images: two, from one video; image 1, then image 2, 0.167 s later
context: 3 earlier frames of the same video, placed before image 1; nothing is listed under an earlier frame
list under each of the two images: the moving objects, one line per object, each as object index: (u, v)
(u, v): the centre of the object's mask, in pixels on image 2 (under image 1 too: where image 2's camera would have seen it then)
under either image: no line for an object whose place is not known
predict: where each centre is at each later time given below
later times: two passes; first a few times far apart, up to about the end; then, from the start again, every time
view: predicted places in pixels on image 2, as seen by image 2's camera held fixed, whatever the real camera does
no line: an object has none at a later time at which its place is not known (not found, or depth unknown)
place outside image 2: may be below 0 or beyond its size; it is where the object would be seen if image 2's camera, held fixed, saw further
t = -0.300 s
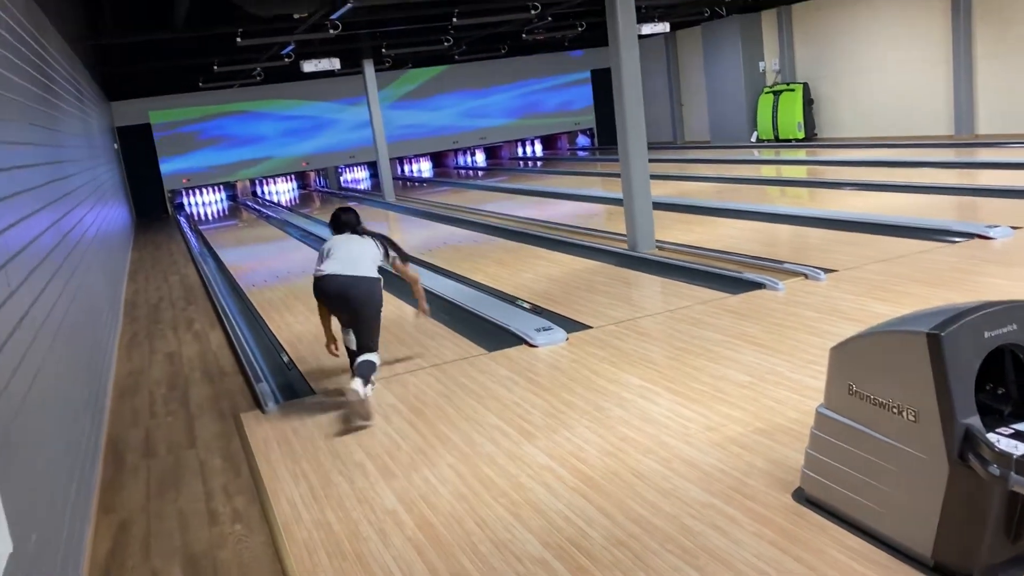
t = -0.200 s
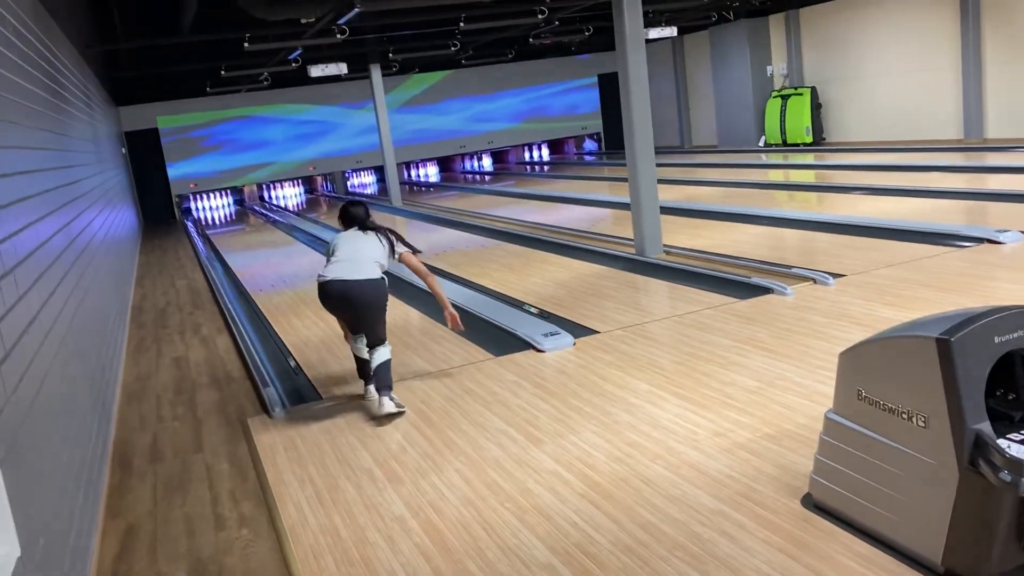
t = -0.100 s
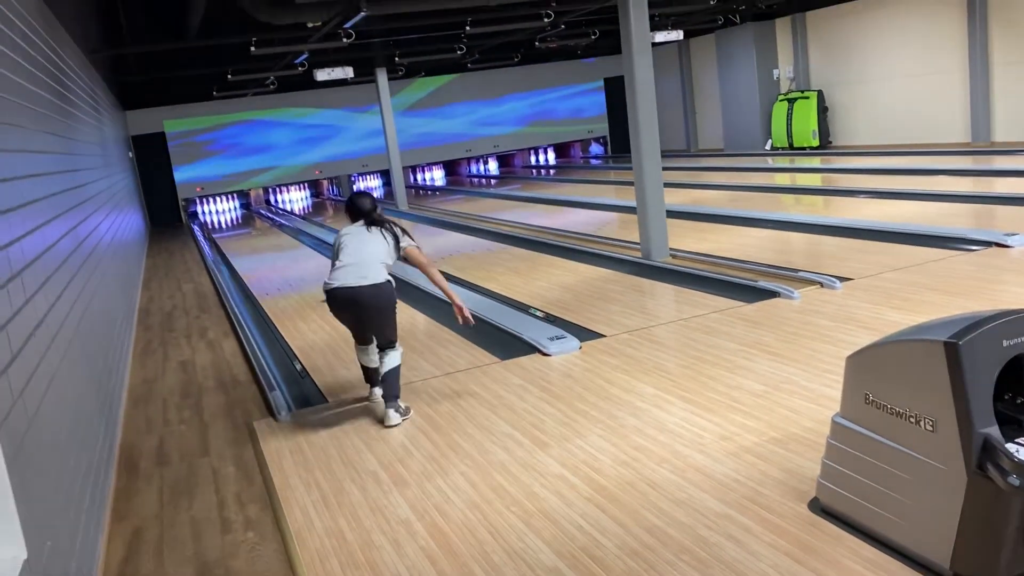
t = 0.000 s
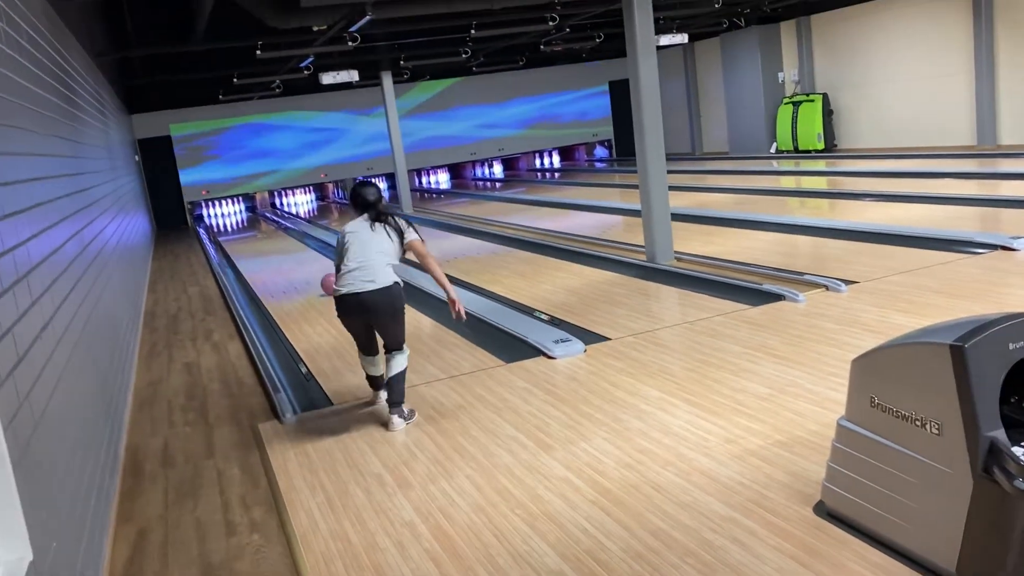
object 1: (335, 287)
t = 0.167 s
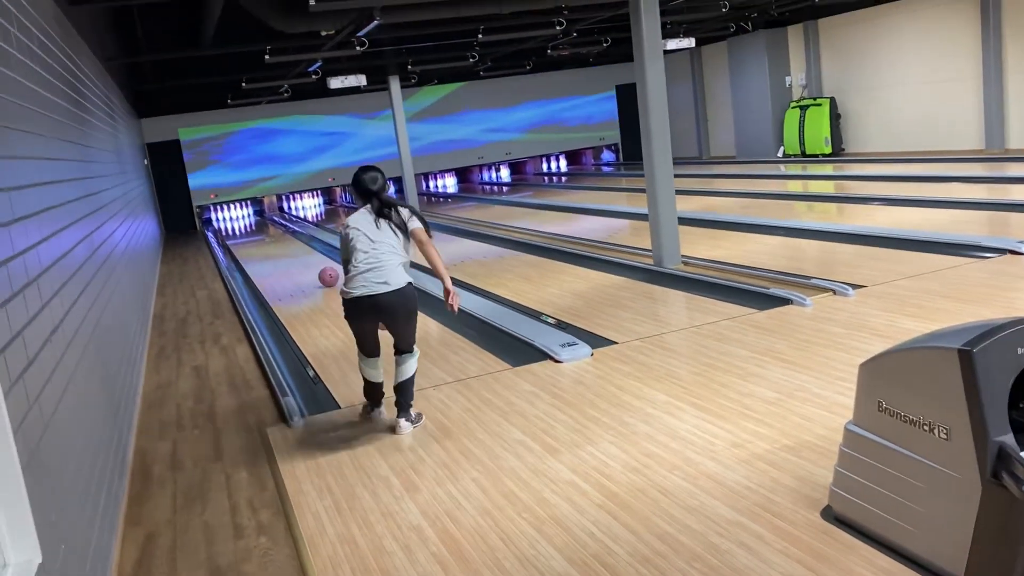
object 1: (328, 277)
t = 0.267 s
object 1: (323, 271)
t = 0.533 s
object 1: (311, 259)
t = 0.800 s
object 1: (300, 249)
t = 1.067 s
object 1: (292, 242)
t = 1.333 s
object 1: (286, 236)
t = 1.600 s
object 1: (280, 231)
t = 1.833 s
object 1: (272, 227)
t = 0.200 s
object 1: (326, 275)
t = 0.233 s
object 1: (325, 273)
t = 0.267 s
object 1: (323, 271)
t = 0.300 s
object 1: (321, 270)
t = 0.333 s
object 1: (319, 268)
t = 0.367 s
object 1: (318, 267)
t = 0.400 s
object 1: (317, 265)
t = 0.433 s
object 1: (315, 263)
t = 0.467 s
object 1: (313, 262)
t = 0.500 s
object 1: (312, 260)
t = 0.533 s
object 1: (311, 259)
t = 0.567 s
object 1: (309, 258)
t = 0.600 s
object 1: (307, 257)
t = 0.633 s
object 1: (306, 255)
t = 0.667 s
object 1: (305, 254)
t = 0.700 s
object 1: (303, 253)
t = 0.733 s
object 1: (302, 252)
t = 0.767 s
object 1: (301, 251)
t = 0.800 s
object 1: (300, 249)
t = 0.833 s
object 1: (299, 249)
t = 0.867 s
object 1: (298, 248)
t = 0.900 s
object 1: (297, 247)
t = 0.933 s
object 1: (296, 246)
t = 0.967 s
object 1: (295, 245)
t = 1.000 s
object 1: (294, 244)
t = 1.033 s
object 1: (293, 243)
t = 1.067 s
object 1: (292, 242)
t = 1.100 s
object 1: (291, 241)
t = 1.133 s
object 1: (290, 240)
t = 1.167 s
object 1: (290, 240)
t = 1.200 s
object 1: (289, 239)
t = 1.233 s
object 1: (288, 238)
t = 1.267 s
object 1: (287, 237)
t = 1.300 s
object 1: (286, 237)
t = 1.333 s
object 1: (286, 236)
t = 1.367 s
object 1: (285, 235)
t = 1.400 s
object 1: (284, 235)
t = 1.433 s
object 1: (284, 234)
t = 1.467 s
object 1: (283, 233)
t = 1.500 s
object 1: (282, 233)
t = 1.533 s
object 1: (282, 232)
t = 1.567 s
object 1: (281, 232)
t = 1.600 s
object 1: (280, 231)
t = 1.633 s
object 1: (280, 230)
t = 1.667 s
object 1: (279, 230)
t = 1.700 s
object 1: (279, 229)
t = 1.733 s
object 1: (277, 229)
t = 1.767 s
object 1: (275, 228)
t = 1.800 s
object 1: (274, 227)
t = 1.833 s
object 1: (272, 227)
